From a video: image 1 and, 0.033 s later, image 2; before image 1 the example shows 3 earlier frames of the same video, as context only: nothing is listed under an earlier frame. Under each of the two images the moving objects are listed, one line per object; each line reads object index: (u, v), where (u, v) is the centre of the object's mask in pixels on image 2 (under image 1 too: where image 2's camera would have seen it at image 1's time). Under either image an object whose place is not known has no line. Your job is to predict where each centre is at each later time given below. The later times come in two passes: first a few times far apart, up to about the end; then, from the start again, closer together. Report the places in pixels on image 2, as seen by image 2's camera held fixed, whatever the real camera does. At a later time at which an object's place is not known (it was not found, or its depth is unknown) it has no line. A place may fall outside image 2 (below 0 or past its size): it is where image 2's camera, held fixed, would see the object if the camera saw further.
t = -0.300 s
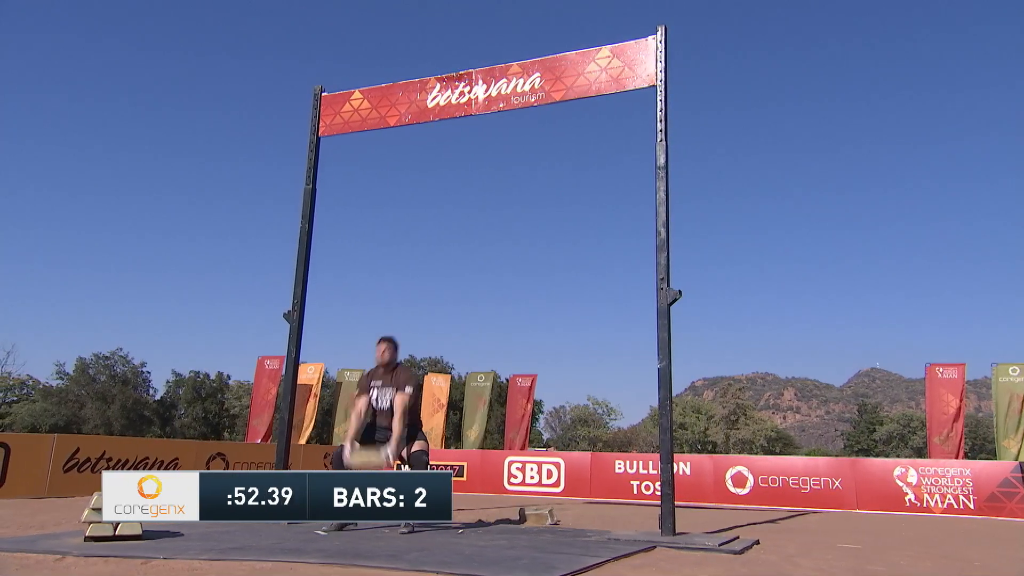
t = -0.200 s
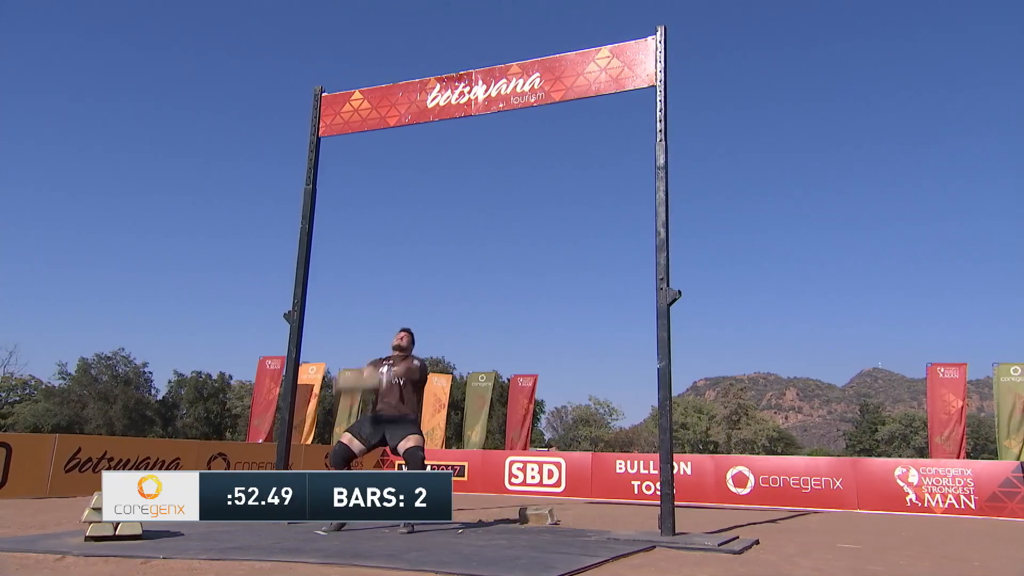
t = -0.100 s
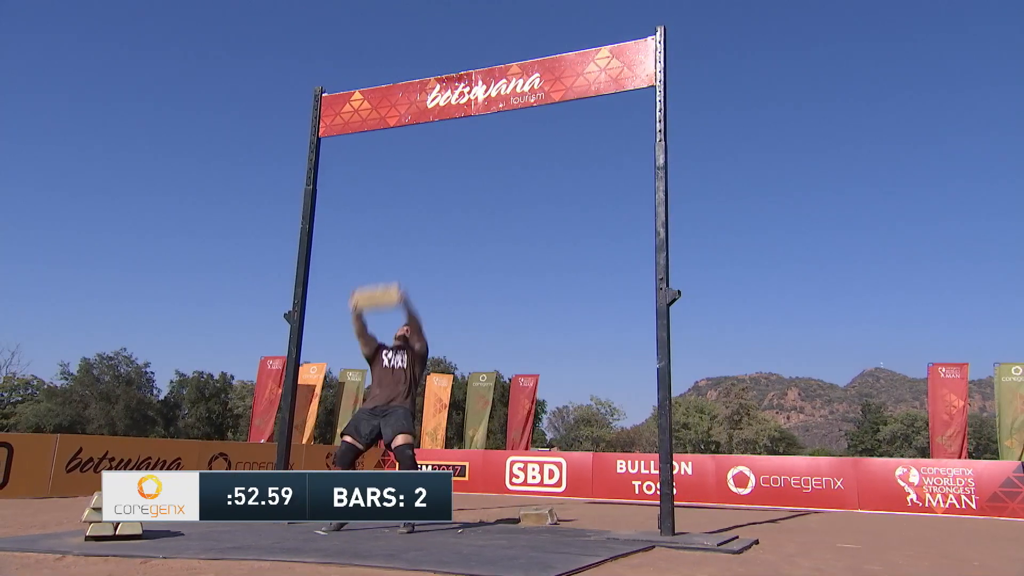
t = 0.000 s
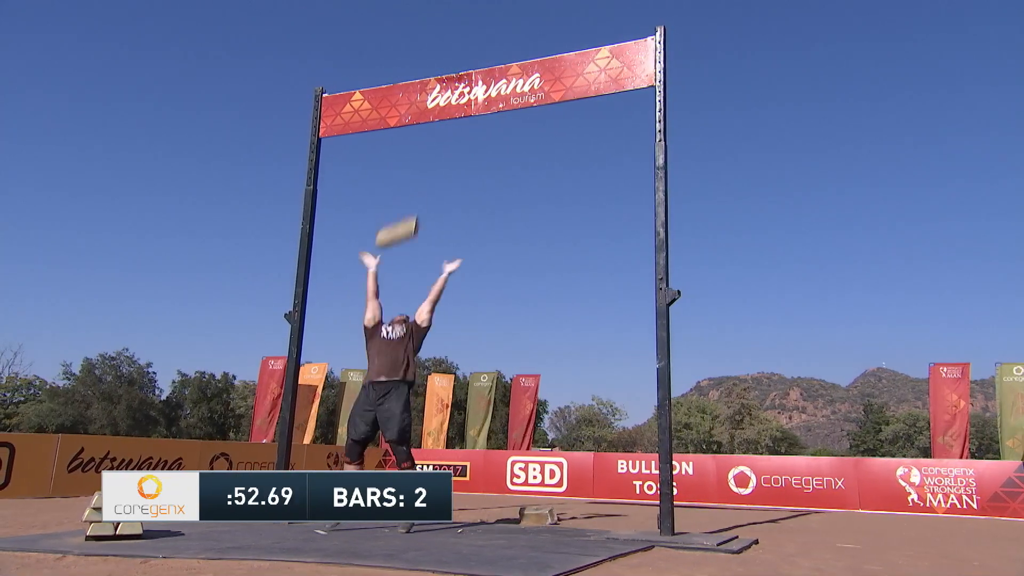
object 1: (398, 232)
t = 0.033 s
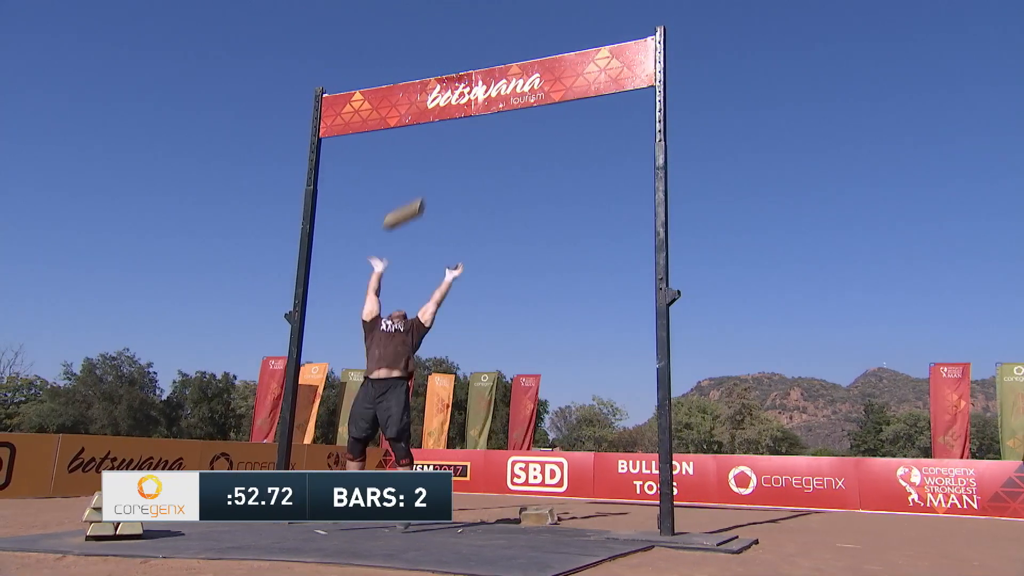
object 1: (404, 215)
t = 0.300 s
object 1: (445, 119)
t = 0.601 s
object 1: (471, 97)
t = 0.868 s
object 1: (474, 138)
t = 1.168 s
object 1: (475, 268)
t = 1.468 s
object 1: (469, 501)
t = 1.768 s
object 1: (488, 514)
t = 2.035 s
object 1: (501, 504)
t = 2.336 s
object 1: (505, 504)
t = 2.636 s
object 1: (496, 518)
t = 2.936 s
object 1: (495, 518)
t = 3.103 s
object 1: (493, 518)
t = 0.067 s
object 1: (411, 198)
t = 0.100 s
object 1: (416, 182)
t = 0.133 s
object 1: (421, 169)
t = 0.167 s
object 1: (426, 156)
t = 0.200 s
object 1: (430, 144)
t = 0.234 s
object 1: (435, 135)
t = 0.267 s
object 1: (440, 126)
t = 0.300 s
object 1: (445, 119)
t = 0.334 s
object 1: (450, 112)
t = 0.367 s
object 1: (453, 107)
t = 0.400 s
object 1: (457, 103)
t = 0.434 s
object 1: (461, 99)
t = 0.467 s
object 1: (464, 97)
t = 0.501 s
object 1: (467, 96)
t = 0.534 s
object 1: (468, 96)
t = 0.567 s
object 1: (470, 96)
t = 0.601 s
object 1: (471, 97)
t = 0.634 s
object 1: (472, 98)
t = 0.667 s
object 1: (472, 101)
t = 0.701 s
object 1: (473, 104)
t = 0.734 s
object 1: (473, 109)
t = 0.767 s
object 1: (473, 114)
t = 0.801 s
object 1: (474, 122)
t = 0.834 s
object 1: (474, 129)
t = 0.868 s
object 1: (474, 138)
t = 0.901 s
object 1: (474, 148)
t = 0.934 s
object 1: (474, 159)
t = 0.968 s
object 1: (474, 171)
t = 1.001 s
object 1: (474, 184)
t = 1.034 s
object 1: (474, 199)
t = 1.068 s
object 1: (475, 215)
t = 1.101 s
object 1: (475, 232)
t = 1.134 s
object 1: (475, 249)
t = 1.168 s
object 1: (475, 268)
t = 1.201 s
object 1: (474, 288)
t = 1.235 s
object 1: (474, 309)
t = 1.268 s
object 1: (474, 331)
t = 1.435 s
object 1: (471, 467)
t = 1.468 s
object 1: (469, 501)
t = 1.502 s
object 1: (471, 502)
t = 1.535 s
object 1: (474, 500)
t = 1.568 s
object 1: (478, 499)
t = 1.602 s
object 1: (479, 500)
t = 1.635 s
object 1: (481, 502)
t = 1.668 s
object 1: (483, 504)
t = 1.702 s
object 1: (485, 508)
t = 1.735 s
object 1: (486, 512)
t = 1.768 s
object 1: (488, 514)
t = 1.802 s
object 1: (490, 511)
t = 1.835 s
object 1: (492, 509)
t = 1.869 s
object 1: (494, 507)
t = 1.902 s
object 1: (496, 506)
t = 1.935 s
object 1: (497, 505)
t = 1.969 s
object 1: (499, 505)
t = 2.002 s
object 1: (500, 505)
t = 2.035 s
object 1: (501, 504)
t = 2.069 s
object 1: (502, 504)
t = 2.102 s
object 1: (503, 504)
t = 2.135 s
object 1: (504, 504)
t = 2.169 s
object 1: (505, 504)
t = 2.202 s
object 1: (505, 504)
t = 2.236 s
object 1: (505, 504)
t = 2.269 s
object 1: (505, 504)
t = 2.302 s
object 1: (505, 504)
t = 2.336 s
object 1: (505, 504)
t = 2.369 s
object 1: (504, 504)
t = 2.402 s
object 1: (503, 505)
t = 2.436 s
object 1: (502, 505)
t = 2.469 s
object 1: (501, 506)
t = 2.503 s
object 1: (500, 507)
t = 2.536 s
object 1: (499, 509)
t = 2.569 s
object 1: (497, 512)
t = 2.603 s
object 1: (496, 515)
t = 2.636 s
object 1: (496, 518)
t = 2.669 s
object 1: (497, 517)
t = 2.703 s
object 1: (497, 516)
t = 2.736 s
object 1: (497, 516)
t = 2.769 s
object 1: (497, 516)
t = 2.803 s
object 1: (497, 516)
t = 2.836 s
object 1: (497, 516)
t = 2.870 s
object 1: (496, 517)
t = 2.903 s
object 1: (495, 518)
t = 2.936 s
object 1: (495, 518)
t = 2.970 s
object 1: (494, 518)
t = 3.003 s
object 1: (494, 518)
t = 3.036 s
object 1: (494, 518)
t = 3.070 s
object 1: (494, 518)
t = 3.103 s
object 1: (493, 518)
